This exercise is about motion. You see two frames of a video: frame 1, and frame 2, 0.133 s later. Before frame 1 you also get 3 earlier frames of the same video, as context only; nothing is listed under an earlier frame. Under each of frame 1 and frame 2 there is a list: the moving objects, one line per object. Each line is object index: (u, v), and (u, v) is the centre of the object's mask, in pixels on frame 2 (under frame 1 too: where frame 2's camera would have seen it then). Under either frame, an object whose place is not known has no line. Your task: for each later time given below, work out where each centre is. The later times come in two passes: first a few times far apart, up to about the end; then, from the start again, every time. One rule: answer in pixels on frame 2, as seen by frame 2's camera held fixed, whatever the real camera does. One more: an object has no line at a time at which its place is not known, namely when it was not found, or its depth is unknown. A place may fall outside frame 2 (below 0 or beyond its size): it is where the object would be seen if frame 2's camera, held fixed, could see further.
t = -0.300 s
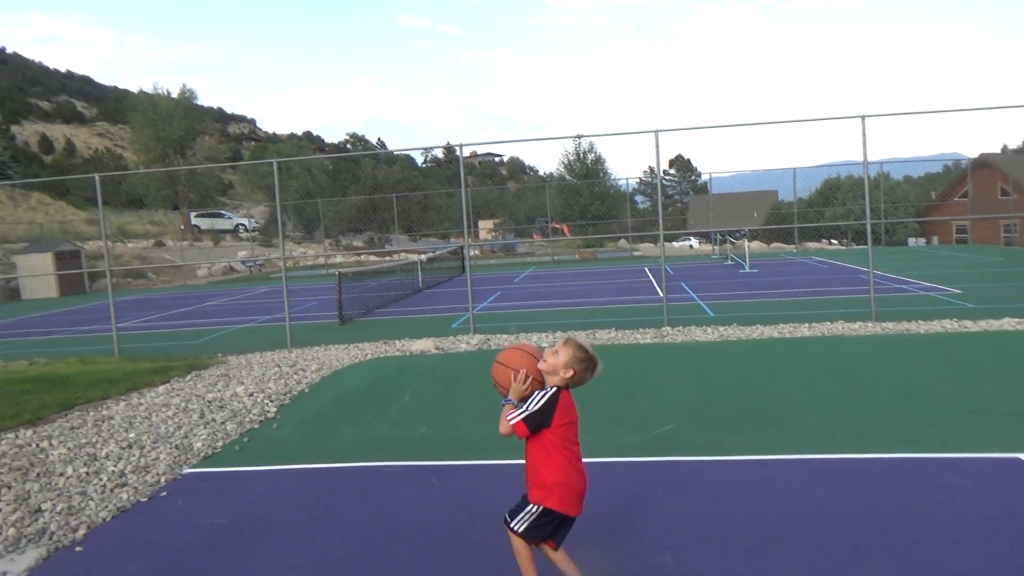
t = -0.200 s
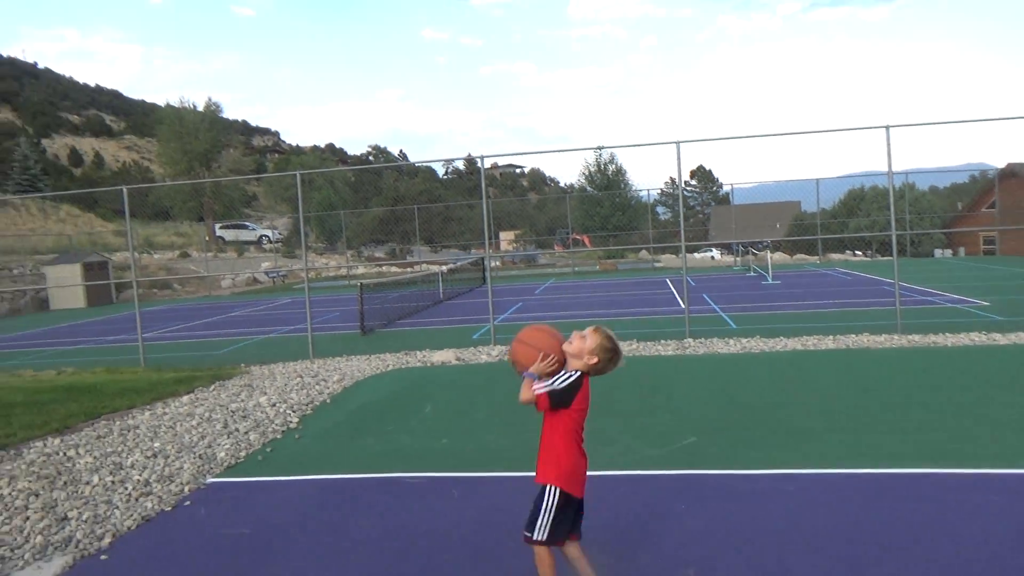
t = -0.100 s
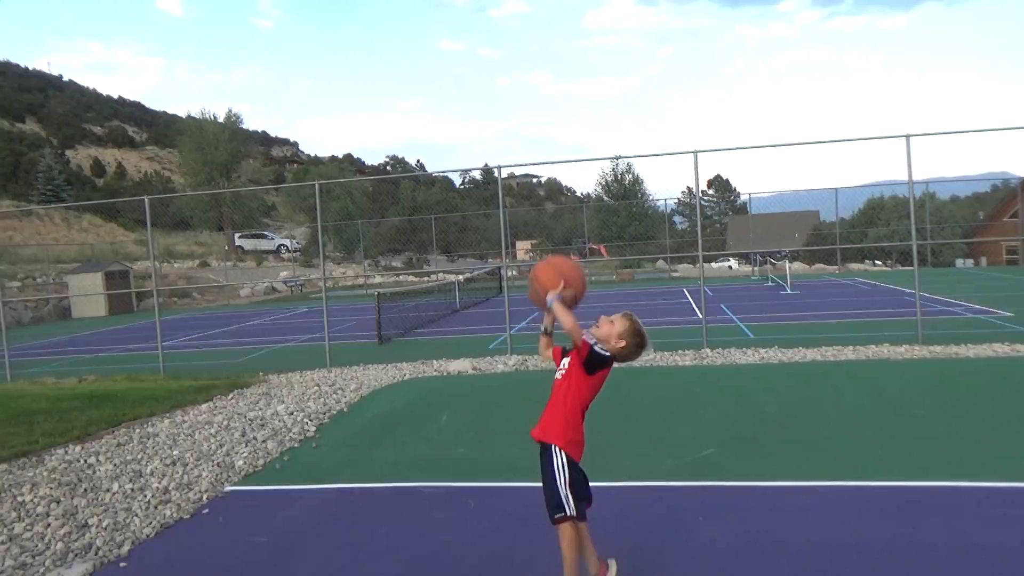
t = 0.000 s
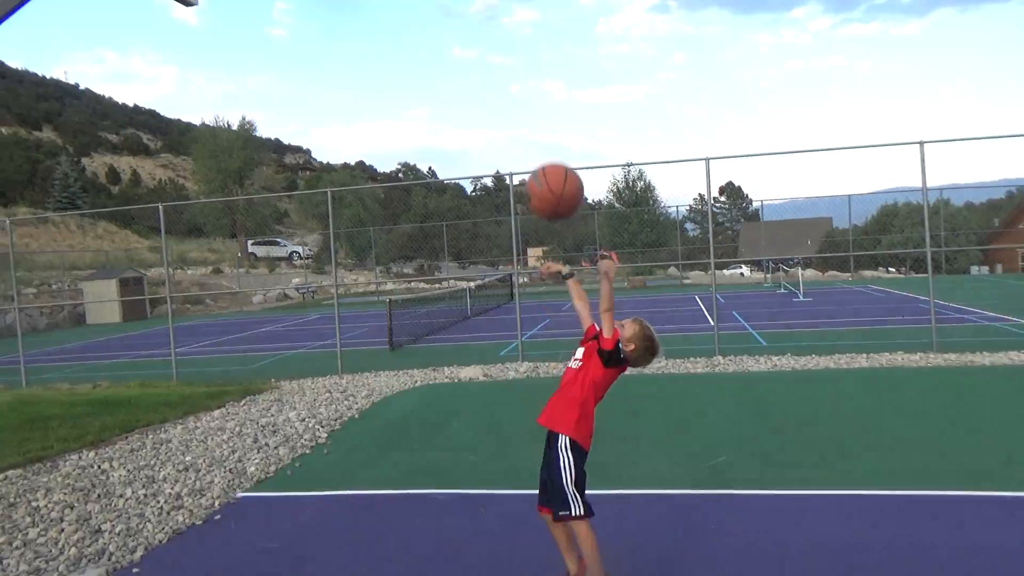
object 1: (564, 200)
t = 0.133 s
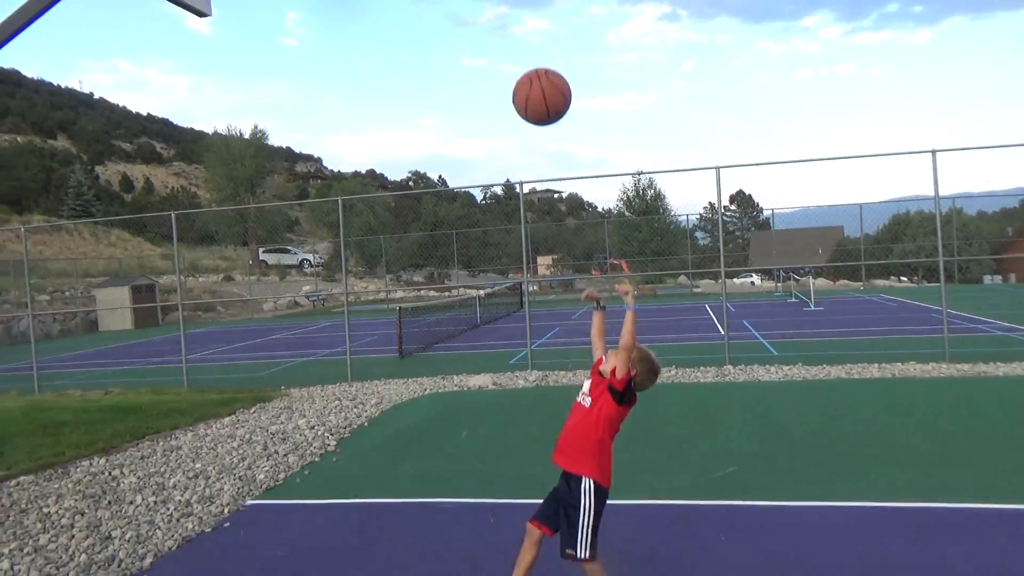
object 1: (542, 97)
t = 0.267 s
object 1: (523, 35)
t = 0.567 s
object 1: (489, 52)
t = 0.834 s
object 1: (472, 241)
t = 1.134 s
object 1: (466, 553)
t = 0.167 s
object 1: (537, 77)
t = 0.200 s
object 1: (532, 61)
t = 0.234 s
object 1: (527, 47)
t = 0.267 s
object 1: (523, 35)
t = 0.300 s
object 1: (518, 26)
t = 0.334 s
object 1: (514, 21)
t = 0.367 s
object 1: (510, 18)
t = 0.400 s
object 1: (506, 18)
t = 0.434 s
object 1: (502, 19)
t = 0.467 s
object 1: (498, 23)
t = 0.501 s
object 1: (495, 30)
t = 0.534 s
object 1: (492, 40)
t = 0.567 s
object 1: (489, 52)
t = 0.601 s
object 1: (487, 67)
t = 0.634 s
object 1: (484, 84)
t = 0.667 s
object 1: (481, 104)
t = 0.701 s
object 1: (479, 127)
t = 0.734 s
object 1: (477, 152)
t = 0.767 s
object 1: (475, 179)
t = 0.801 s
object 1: (474, 210)
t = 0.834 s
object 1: (472, 241)
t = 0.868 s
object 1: (471, 277)
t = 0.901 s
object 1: (470, 315)
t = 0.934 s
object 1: (469, 354)
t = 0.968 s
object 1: (468, 397)
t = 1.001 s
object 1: (468, 441)
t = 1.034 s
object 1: (467, 488)
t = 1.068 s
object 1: (466, 537)
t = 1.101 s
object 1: (466, 568)
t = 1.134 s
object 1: (466, 553)
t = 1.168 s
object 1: (466, 514)
